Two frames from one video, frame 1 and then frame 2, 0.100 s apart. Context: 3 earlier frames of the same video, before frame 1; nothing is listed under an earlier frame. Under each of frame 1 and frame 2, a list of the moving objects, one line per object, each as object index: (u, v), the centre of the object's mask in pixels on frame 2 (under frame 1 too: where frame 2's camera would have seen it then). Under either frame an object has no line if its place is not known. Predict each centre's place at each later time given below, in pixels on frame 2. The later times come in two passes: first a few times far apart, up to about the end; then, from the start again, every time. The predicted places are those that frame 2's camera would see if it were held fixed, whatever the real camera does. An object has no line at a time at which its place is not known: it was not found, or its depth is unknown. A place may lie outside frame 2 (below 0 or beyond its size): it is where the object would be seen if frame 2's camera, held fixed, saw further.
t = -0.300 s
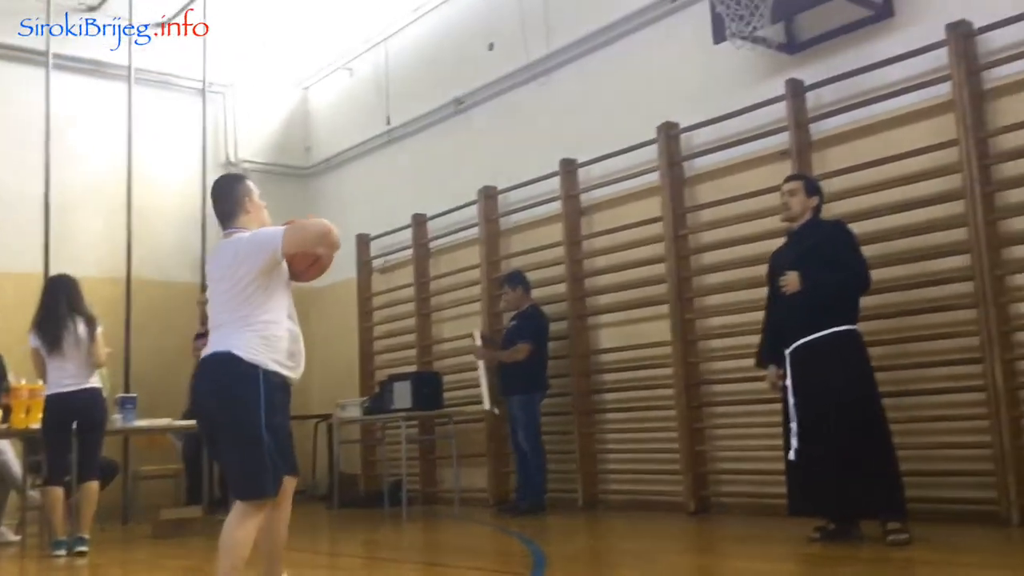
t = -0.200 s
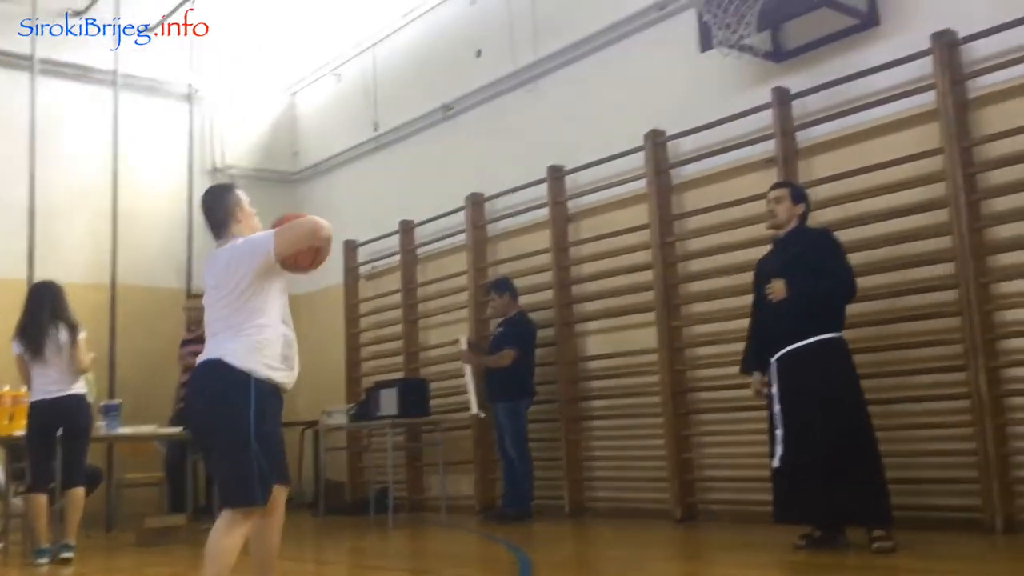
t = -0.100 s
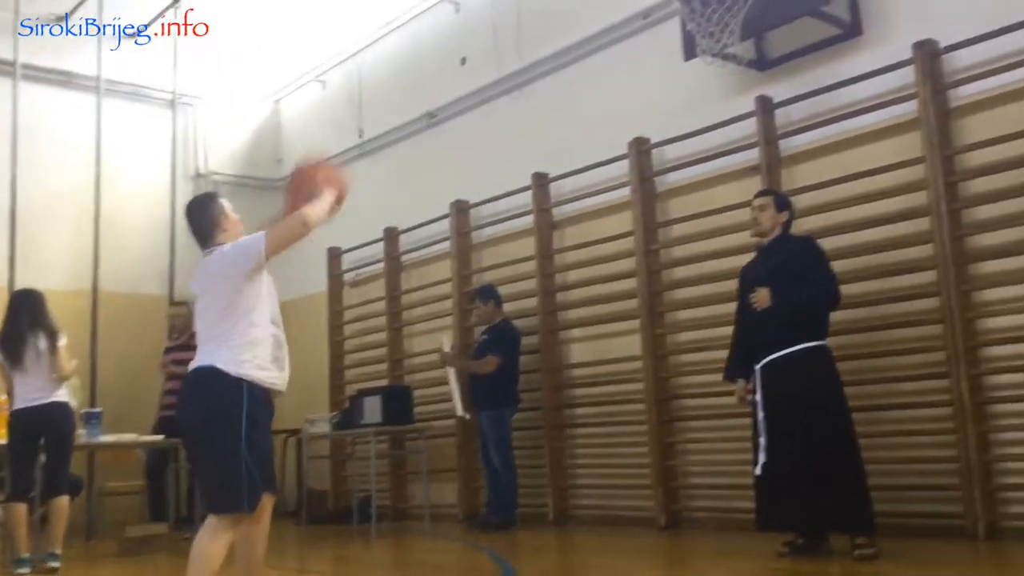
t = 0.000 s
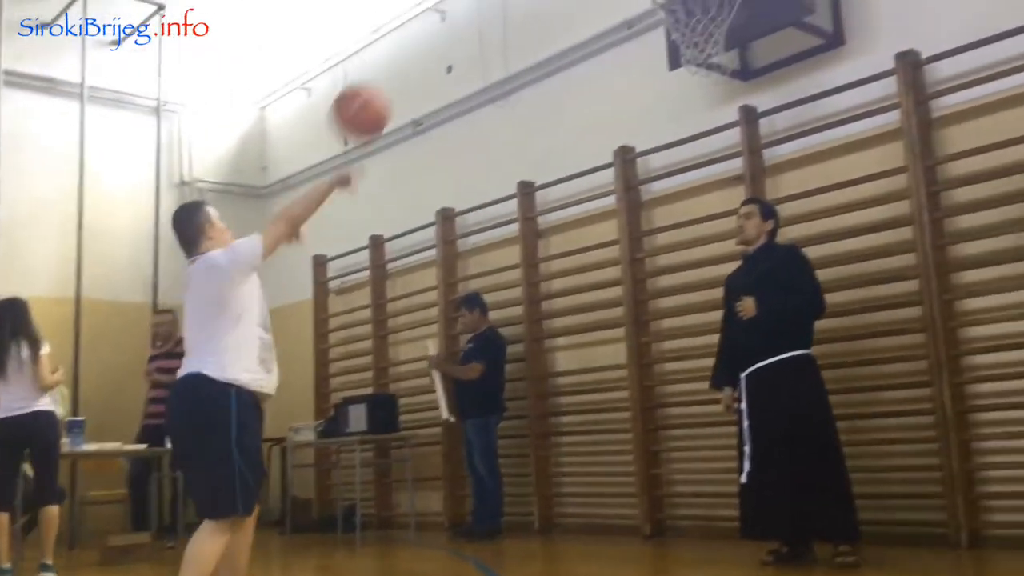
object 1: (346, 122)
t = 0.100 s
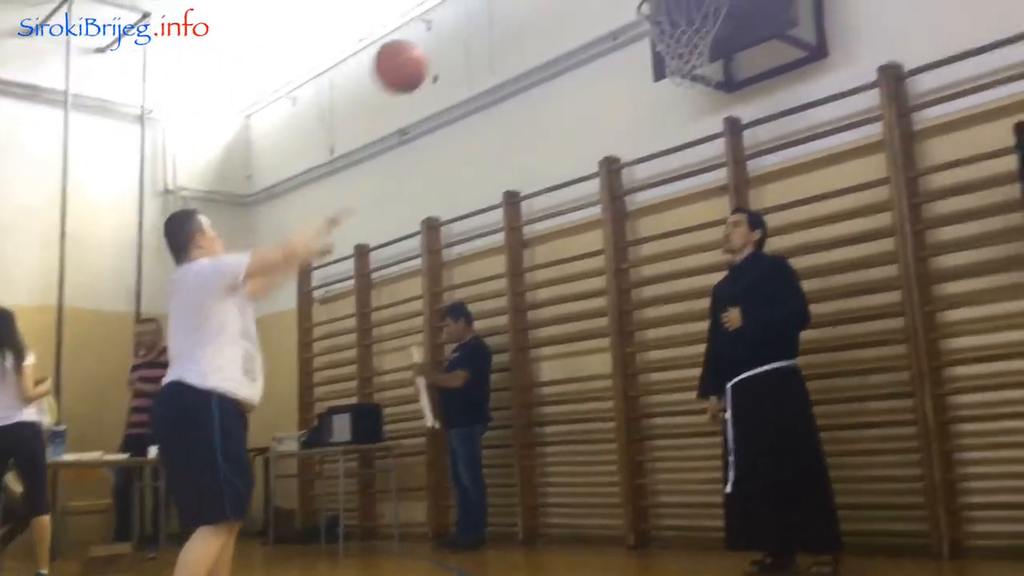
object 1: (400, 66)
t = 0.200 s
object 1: (449, 36)
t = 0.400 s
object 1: (539, 36)
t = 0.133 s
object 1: (416, 54)
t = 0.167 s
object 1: (432, 44)
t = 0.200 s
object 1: (449, 36)
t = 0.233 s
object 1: (465, 31)
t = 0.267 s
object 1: (480, 28)
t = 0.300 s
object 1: (495, 27)
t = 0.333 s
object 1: (511, 28)
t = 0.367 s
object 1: (525, 31)
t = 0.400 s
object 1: (539, 36)
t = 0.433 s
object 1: (553, 43)
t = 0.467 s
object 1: (567, 54)
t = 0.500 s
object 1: (580, 63)
